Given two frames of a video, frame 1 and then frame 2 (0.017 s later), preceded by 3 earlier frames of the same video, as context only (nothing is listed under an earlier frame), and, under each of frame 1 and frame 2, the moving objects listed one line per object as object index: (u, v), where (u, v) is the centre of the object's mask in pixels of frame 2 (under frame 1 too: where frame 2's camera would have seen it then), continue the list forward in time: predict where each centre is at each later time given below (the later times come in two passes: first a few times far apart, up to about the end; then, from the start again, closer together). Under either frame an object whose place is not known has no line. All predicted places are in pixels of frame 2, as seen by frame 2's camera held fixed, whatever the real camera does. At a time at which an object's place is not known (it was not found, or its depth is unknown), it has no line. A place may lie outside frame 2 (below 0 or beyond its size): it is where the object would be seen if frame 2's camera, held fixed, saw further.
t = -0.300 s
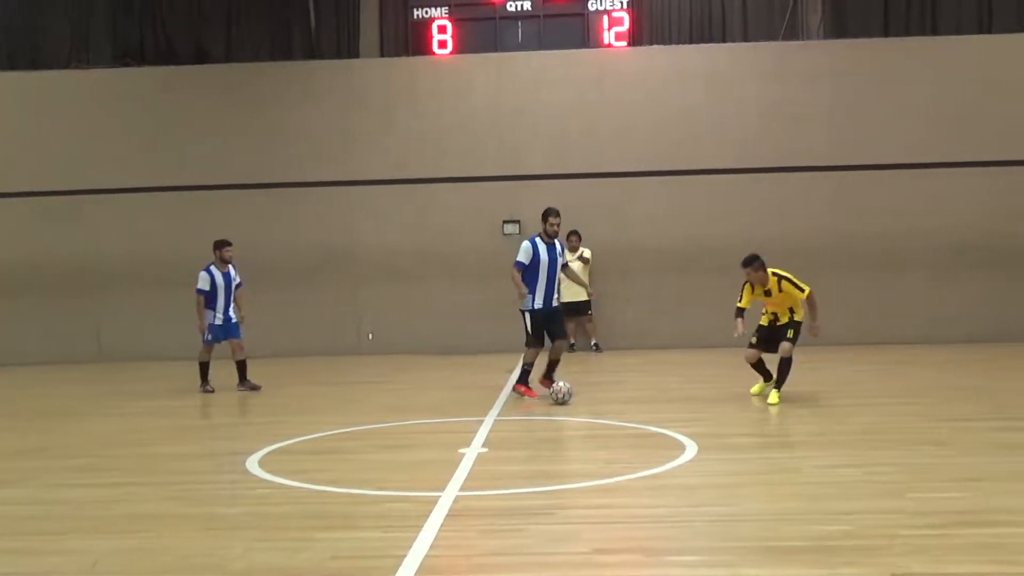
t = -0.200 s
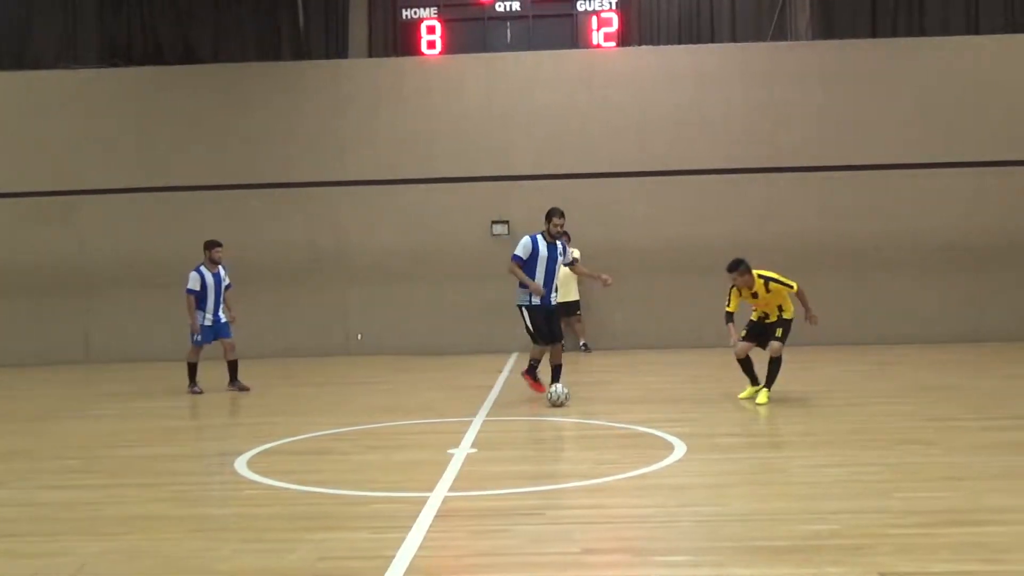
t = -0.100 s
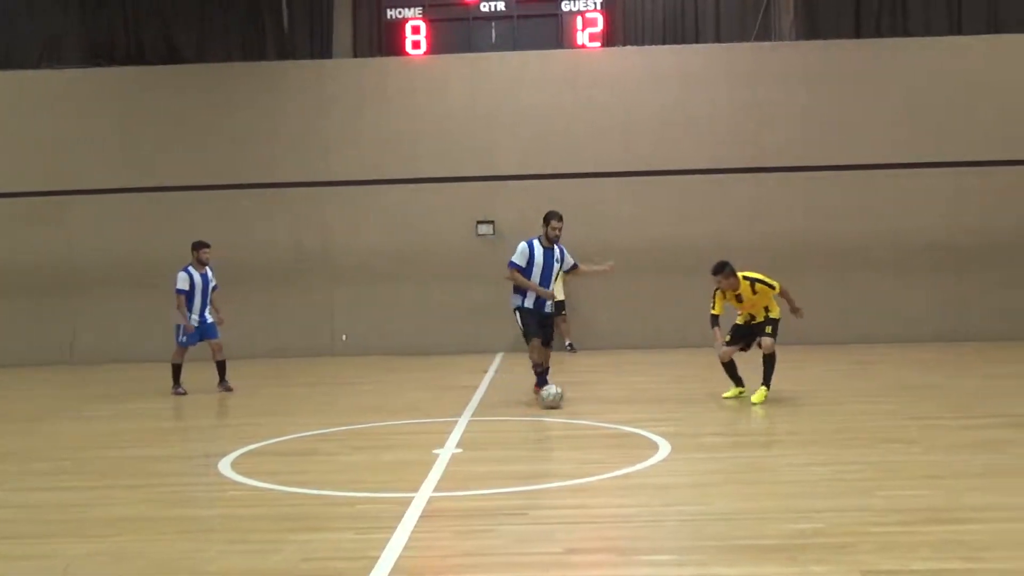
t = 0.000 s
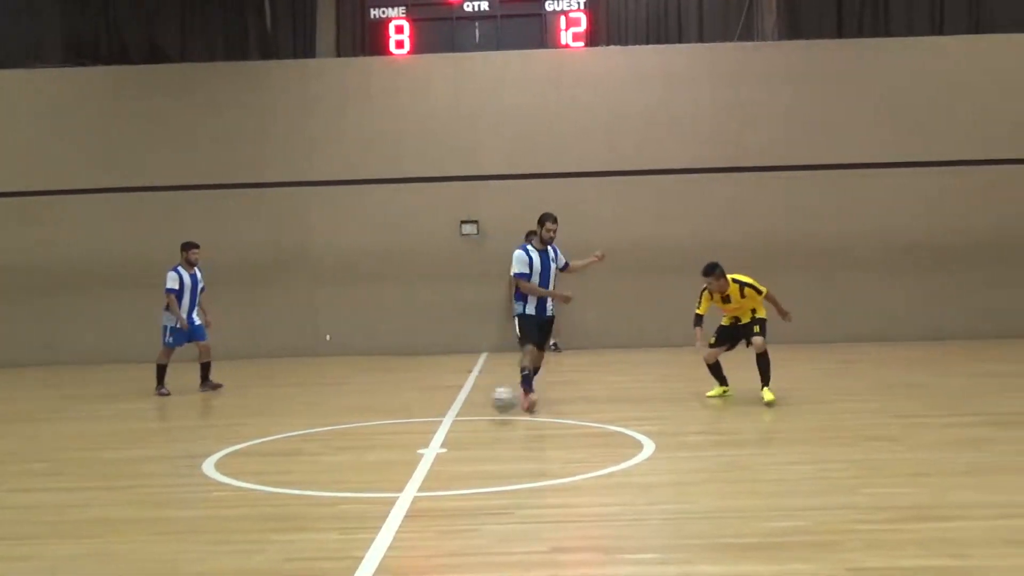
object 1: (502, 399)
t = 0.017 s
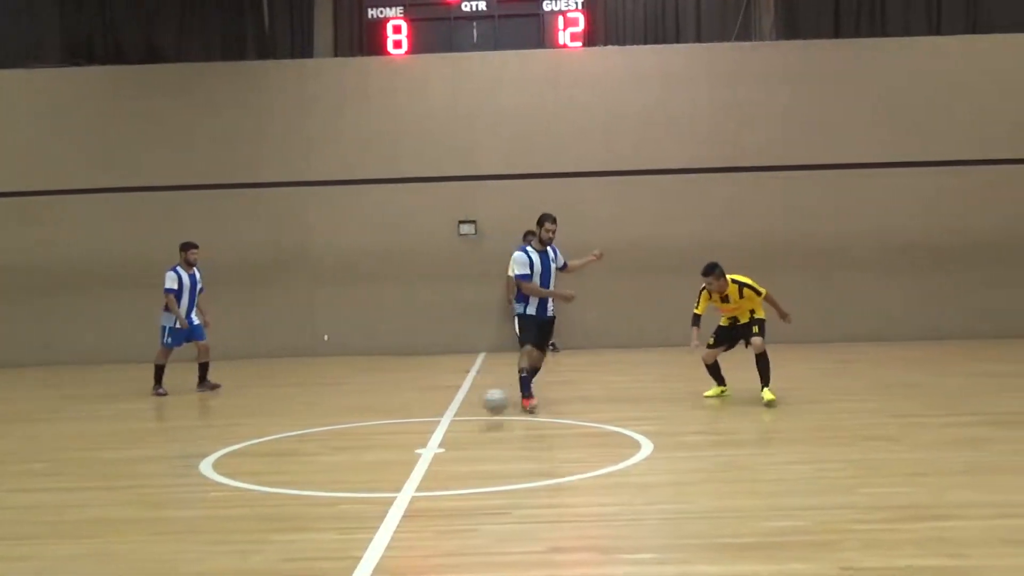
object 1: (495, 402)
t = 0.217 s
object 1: (405, 452)
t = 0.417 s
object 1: (279, 507)
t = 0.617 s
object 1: (113, 563)
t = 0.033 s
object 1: (489, 404)
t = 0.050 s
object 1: (482, 407)
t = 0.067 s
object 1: (476, 410)
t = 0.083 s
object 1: (469, 414)
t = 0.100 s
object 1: (461, 418)
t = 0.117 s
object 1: (453, 424)
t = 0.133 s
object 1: (445, 430)
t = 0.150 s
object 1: (439, 437)
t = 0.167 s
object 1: (429, 443)
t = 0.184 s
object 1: (422, 448)
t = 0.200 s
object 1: (412, 450)
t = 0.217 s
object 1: (405, 452)
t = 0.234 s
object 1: (395, 454)
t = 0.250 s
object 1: (385, 456)
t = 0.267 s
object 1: (376, 460)
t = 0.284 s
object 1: (366, 463)
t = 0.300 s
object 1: (358, 468)
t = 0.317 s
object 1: (346, 473)
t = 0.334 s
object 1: (336, 478)
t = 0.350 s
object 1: (325, 486)
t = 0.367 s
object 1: (314, 492)
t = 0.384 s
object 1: (303, 498)
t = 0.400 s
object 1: (293, 501)
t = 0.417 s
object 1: (279, 507)
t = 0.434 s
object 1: (266, 513)
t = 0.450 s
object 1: (252, 519)
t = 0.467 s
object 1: (242, 525)
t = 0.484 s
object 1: (228, 530)
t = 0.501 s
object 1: (215, 537)
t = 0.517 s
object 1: (201, 542)
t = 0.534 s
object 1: (187, 548)
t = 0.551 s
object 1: (170, 552)
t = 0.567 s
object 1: (156, 555)
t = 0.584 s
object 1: (141, 557)
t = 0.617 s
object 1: (113, 563)
